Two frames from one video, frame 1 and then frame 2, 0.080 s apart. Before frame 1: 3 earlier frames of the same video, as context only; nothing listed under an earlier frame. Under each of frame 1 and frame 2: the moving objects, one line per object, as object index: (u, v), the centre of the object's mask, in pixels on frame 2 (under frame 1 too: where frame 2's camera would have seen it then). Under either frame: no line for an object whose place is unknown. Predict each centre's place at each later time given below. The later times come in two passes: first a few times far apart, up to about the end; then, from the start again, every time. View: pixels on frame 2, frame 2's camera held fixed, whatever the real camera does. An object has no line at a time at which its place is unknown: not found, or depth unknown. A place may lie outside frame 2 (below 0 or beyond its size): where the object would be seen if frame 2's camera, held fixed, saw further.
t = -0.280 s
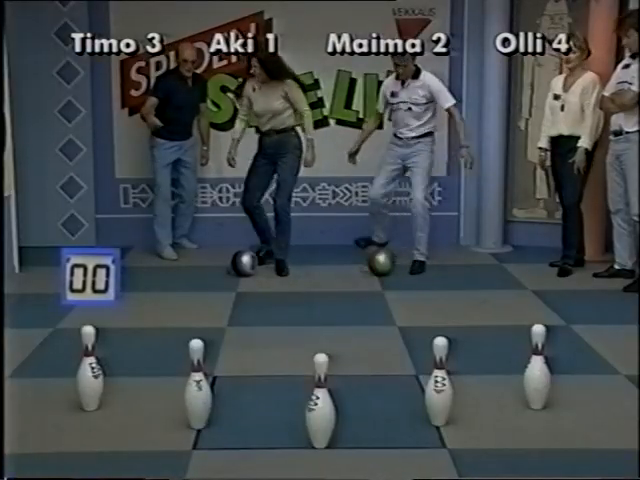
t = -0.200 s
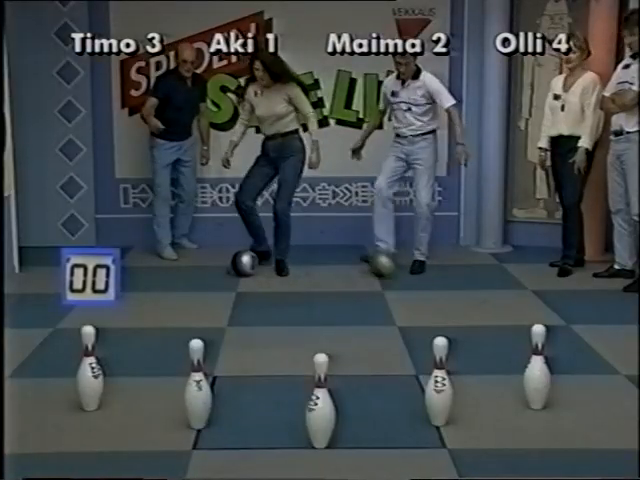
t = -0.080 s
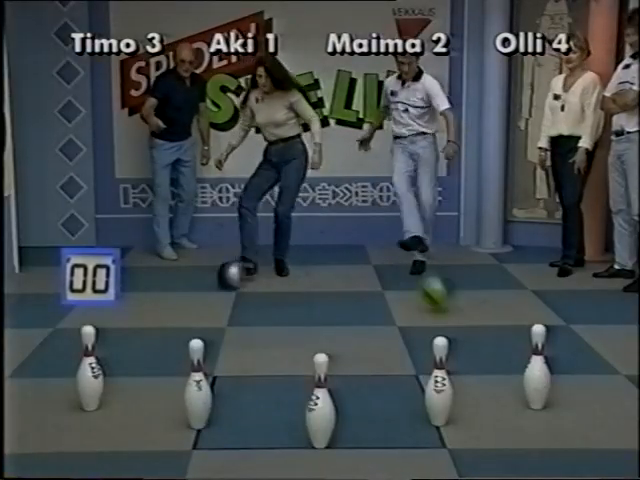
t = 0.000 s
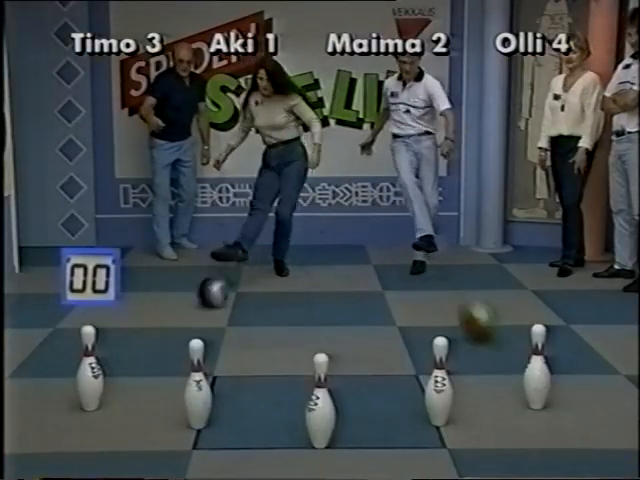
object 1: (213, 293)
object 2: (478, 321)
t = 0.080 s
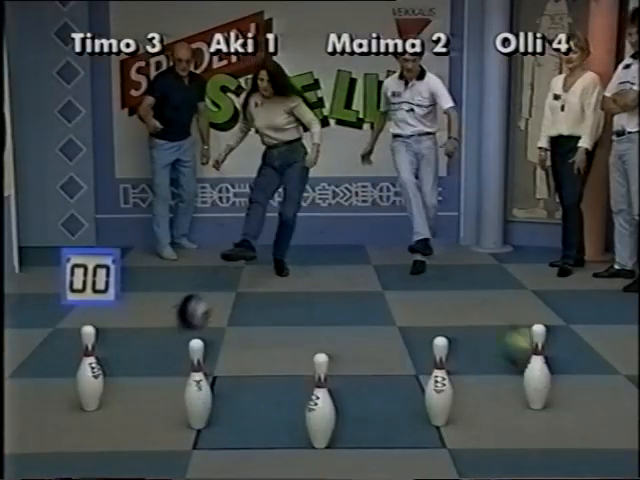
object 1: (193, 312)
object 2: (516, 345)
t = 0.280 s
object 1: (155, 354)
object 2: (612, 404)
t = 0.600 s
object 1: (185, 330)
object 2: (488, 322)
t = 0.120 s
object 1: (183, 322)
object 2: (553, 356)
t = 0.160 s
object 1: (173, 332)
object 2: (567, 366)
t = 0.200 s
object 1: (165, 340)
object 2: (586, 379)
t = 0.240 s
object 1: (159, 349)
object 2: (602, 395)
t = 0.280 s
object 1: (155, 354)
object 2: (612, 404)
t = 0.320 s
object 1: (154, 358)
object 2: (610, 397)
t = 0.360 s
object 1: (153, 360)
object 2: (602, 392)
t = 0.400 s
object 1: (155, 361)
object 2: (590, 379)
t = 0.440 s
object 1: (160, 358)
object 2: (571, 371)
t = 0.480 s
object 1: (165, 352)
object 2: (558, 363)
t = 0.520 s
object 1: (171, 347)
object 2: (520, 345)
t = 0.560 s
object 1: (176, 339)
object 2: (509, 334)
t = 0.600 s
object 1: (185, 330)
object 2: (488, 322)
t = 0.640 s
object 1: (194, 324)
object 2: (468, 311)
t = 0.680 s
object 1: (202, 316)
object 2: (447, 296)
